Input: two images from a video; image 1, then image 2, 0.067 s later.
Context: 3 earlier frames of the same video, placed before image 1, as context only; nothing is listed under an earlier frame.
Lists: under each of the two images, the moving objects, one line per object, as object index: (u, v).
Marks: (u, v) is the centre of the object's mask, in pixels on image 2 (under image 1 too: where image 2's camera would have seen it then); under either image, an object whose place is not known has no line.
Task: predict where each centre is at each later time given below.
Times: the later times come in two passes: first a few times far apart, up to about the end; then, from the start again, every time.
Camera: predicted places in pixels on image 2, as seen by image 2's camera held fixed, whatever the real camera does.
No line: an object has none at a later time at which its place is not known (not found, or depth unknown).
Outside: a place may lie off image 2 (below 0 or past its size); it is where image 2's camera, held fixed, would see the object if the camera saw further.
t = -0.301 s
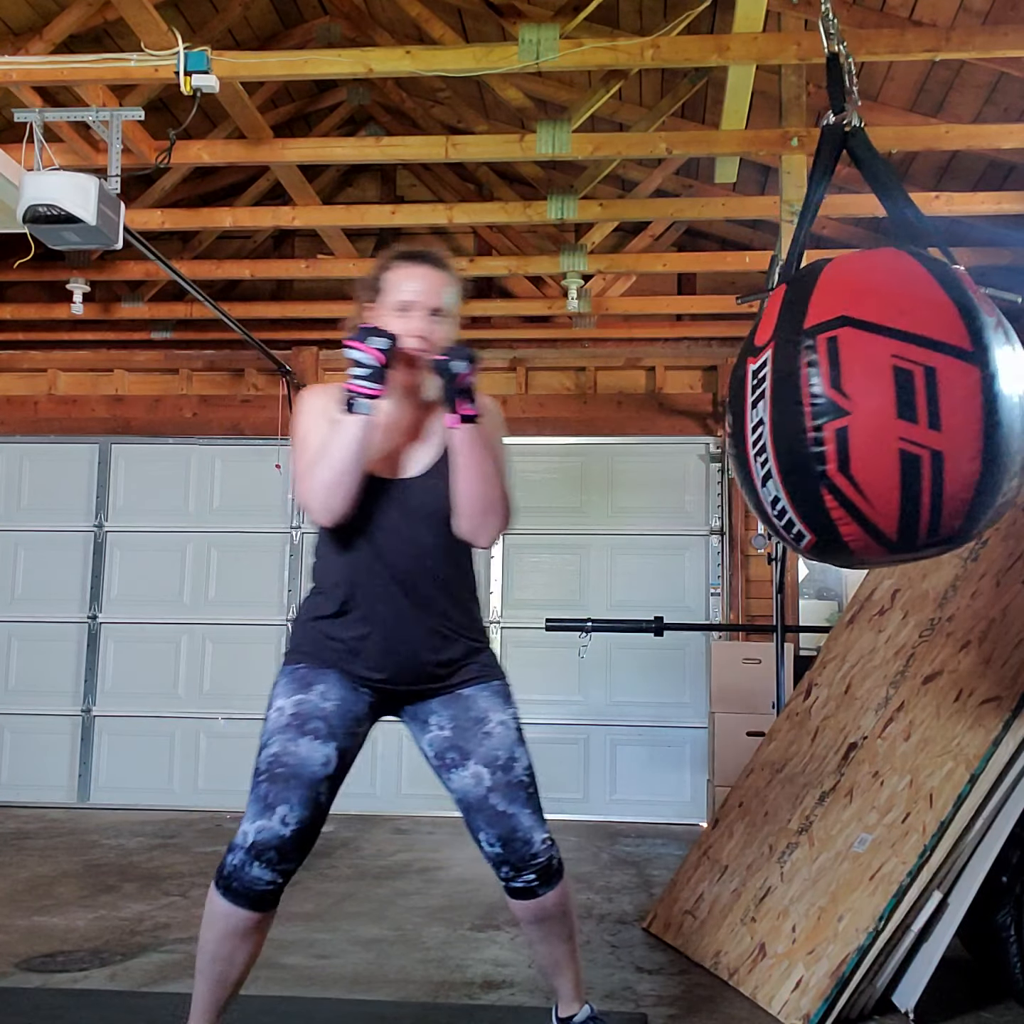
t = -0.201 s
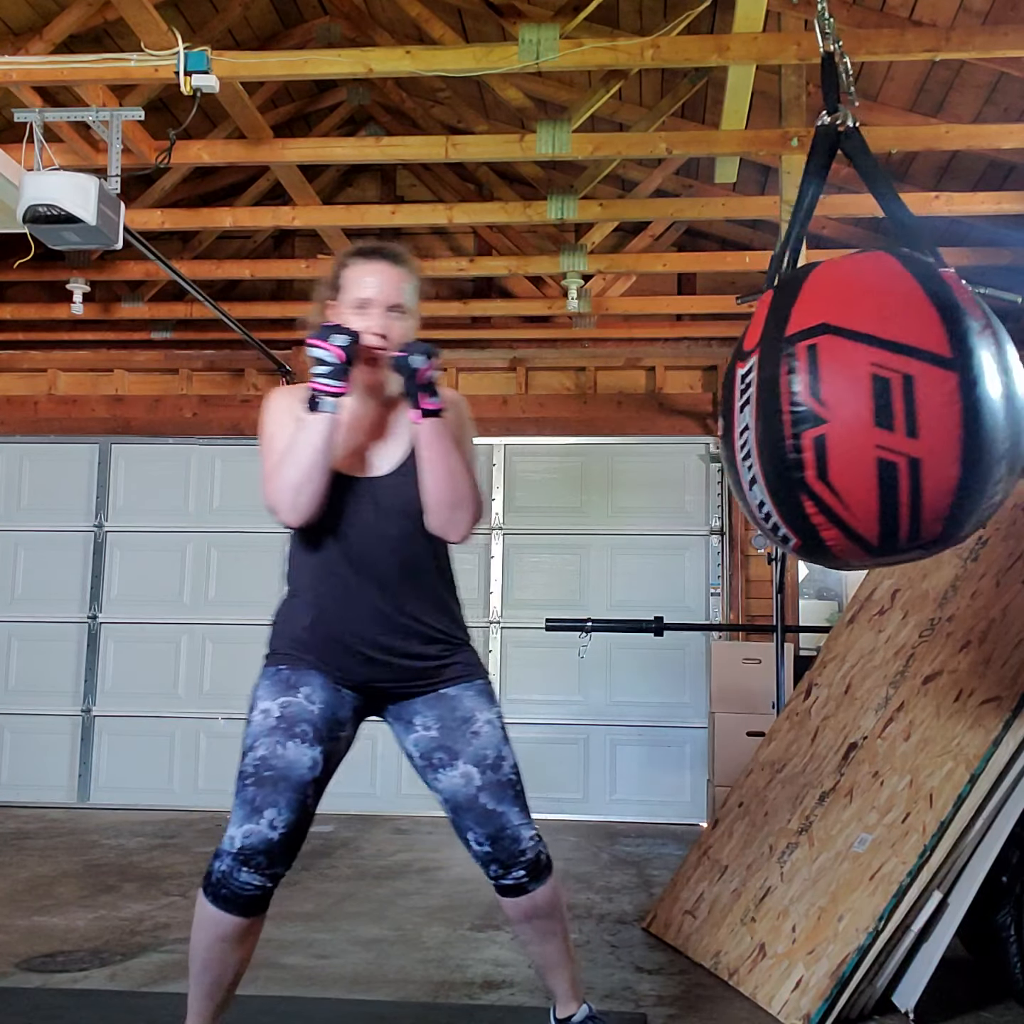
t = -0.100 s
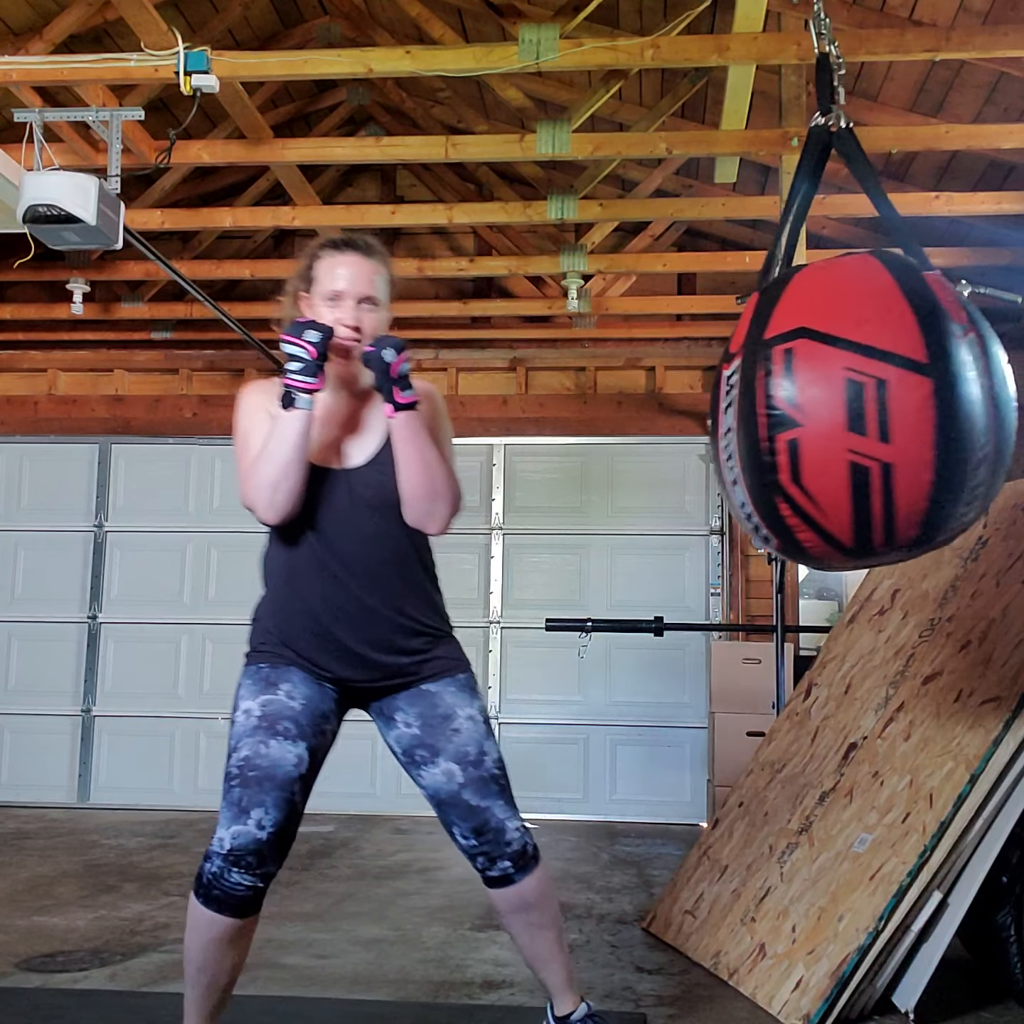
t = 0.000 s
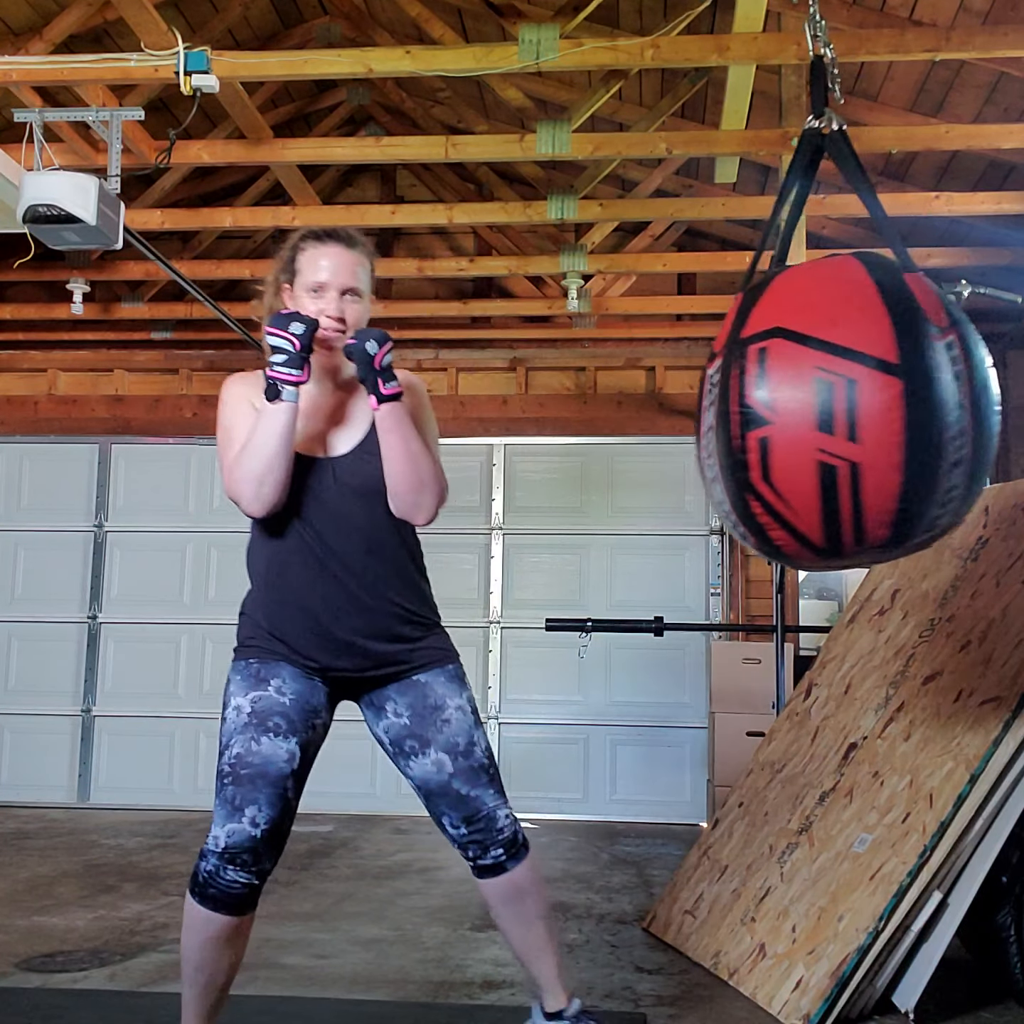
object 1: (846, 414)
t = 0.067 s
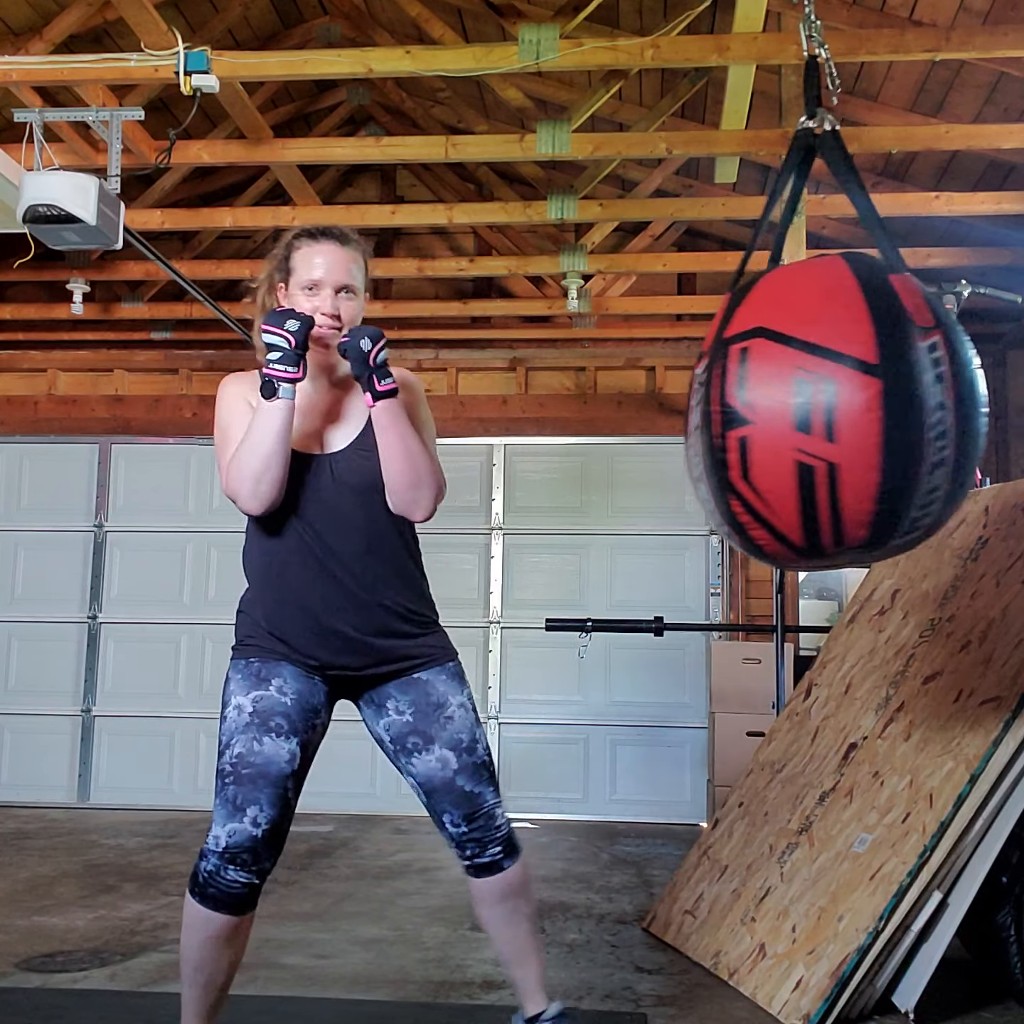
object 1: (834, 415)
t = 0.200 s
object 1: (807, 413)
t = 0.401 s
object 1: (769, 408)
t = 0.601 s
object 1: (740, 402)
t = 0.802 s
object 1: (732, 394)
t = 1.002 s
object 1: (747, 392)
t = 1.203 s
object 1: (779, 393)
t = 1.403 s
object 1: (818, 396)
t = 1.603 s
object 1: (855, 401)
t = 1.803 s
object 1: (873, 404)
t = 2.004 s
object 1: (875, 407)
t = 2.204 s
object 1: (863, 411)
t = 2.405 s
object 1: (834, 414)
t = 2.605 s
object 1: (798, 413)
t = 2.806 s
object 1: (765, 409)
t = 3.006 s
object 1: (742, 403)
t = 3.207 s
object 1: (740, 396)
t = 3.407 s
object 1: (757, 393)
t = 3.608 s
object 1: (788, 394)
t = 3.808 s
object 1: (826, 397)
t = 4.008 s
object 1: (857, 401)
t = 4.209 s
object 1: (872, 406)
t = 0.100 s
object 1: (827, 415)
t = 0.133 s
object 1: (820, 415)
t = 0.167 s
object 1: (813, 414)
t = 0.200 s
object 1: (807, 413)
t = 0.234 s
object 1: (802, 412)
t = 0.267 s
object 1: (796, 412)
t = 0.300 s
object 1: (789, 411)
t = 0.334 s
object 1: (782, 409)
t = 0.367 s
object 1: (775, 408)
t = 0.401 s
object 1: (769, 408)
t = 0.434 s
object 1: (763, 406)
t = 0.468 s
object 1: (757, 405)
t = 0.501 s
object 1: (752, 405)
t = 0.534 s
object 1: (747, 404)
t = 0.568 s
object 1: (743, 402)
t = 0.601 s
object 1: (740, 402)
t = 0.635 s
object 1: (737, 399)
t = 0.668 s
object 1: (735, 399)
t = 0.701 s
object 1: (733, 397)
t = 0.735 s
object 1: (732, 397)
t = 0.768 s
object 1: (732, 395)
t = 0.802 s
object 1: (732, 394)
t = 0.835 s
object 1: (733, 393)
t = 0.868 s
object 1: (735, 393)
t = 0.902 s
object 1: (737, 393)
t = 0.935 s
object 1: (739, 392)
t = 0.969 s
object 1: (742, 391)
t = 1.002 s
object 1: (747, 392)
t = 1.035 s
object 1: (751, 392)
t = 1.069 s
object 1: (756, 392)
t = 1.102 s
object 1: (761, 391)
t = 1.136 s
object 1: (766, 391)
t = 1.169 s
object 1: (773, 392)
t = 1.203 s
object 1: (779, 393)
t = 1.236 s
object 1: (785, 393)
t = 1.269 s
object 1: (791, 393)
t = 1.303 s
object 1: (798, 395)
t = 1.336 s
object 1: (805, 395)
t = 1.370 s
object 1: (812, 396)
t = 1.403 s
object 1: (818, 396)
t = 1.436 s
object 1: (825, 397)
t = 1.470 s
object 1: (832, 398)
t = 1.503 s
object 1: (838, 398)
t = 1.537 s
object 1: (844, 399)
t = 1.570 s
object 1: (849, 399)
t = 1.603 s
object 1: (855, 401)
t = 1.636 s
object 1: (859, 400)
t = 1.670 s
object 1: (863, 401)
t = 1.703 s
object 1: (866, 402)
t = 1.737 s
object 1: (869, 403)
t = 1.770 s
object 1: (871, 404)
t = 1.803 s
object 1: (873, 404)
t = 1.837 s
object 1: (874, 405)
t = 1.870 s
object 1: (875, 405)
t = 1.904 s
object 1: (875, 405)
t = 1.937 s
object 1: (876, 407)
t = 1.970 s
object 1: (875, 407)
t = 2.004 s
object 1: (875, 407)
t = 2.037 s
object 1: (874, 408)
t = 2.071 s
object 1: (873, 409)
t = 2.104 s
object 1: (871, 410)
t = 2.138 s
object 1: (869, 410)
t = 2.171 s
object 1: (866, 410)
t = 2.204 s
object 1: (863, 411)
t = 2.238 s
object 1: (859, 412)
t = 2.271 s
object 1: (854, 412)
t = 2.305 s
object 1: (849, 412)
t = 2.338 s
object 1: (845, 413)
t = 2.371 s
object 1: (839, 413)
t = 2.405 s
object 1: (834, 414)
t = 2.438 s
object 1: (828, 413)
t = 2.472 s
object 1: (822, 414)
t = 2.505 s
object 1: (816, 414)
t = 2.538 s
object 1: (809, 414)
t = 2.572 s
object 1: (803, 413)
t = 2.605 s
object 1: (798, 413)
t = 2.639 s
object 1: (792, 413)
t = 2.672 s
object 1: (786, 412)
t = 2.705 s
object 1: (781, 411)
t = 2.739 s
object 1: (775, 411)
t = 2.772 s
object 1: (770, 410)
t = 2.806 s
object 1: (765, 409)
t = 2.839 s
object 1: (760, 407)
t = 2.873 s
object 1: (756, 406)
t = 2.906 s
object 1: (752, 405)
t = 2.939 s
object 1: (749, 404)
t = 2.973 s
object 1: (746, 402)
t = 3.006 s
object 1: (742, 403)
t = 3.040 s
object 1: (740, 402)
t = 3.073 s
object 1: (739, 401)
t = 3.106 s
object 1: (739, 399)
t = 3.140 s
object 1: (739, 398)
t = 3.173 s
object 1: (739, 397)
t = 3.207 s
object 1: (740, 396)
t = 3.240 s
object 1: (742, 395)
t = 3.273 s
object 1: (743, 395)
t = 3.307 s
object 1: (746, 394)
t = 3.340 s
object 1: (749, 394)
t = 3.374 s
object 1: (753, 394)
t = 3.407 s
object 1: (757, 393)
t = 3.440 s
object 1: (762, 393)
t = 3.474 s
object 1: (767, 393)
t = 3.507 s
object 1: (772, 394)
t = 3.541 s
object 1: (777, 394)
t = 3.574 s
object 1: (782, 392)
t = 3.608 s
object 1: (788, 394)
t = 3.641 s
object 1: (794, 393)
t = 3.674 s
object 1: (801, 393)
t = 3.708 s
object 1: (807, 394)
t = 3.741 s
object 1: (814, 395)
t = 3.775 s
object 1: (820, 396)
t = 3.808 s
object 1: (826, 397)
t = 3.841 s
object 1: (832, 398)
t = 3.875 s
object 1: (838, 398)
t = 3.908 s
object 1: (843, 399)
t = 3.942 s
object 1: (848, 400)
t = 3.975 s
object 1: (853, 400)
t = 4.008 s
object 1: (857, 401)
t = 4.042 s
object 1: (861, 402)
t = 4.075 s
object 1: (864, 403)
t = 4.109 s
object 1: (867, 404)
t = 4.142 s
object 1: (869, 405)
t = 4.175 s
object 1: (871, 404)
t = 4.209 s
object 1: (872, 406)
